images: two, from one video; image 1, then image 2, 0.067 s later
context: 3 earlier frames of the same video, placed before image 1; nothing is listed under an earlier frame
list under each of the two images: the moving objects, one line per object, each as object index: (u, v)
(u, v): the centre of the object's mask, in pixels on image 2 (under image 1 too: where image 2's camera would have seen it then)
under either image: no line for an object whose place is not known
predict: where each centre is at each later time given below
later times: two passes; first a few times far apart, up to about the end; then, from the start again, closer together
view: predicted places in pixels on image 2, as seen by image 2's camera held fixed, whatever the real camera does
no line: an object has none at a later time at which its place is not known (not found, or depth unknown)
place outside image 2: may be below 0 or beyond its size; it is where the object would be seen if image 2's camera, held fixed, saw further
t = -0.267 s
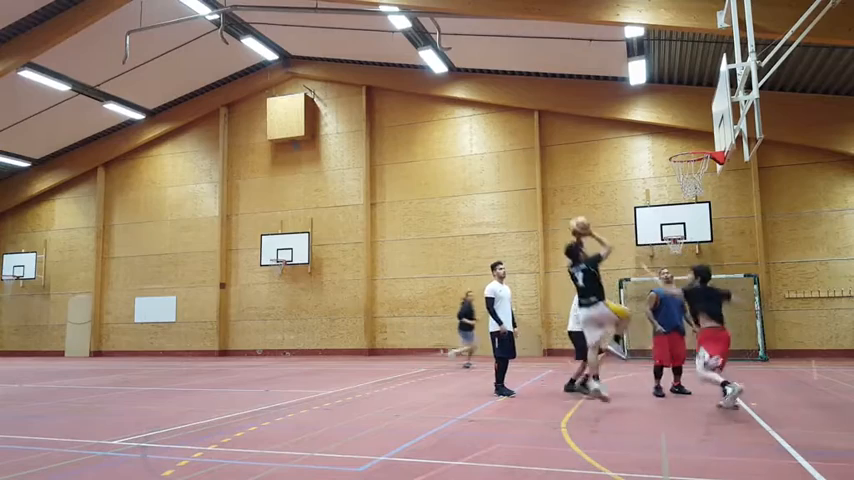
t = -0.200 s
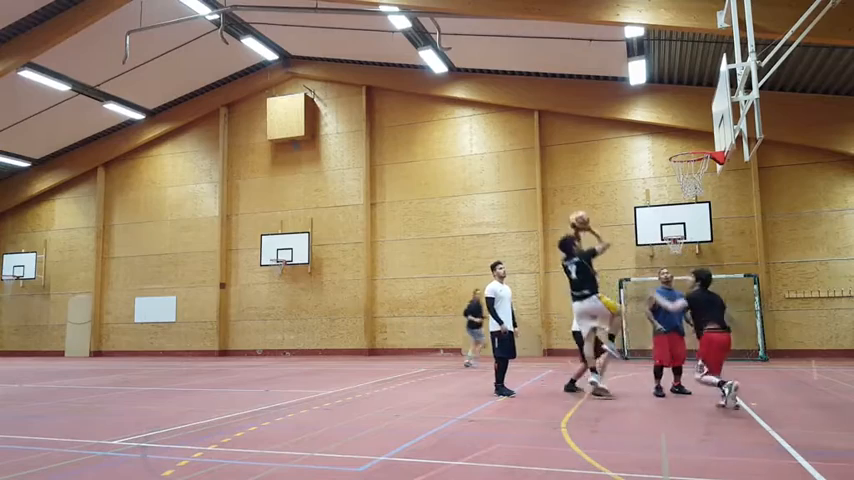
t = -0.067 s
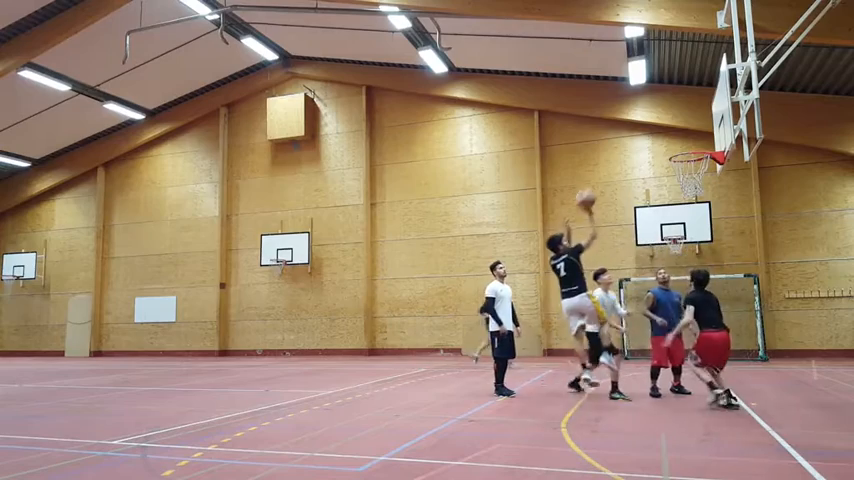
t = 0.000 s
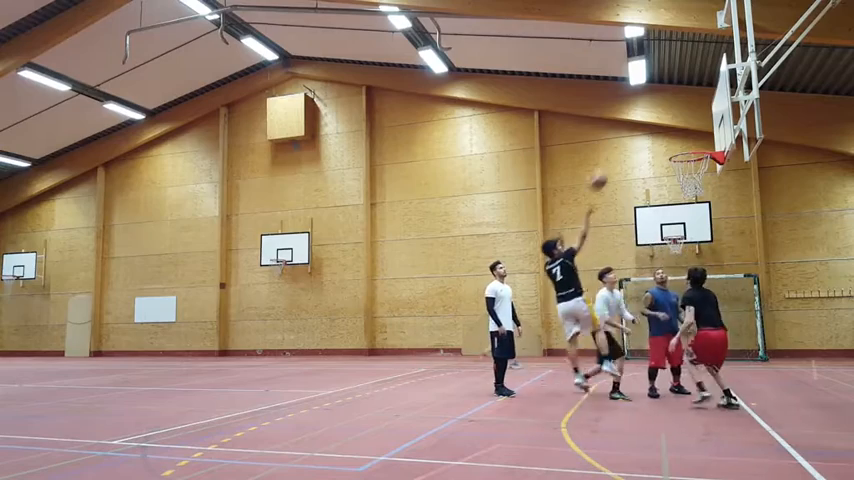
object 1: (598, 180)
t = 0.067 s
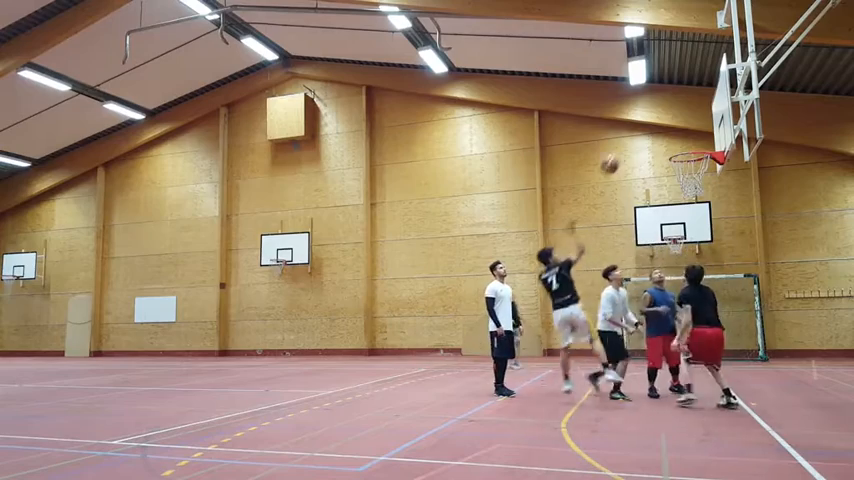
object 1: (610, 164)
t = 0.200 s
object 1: (632, 143)
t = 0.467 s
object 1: (681, 142)
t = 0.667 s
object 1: (688, 151)
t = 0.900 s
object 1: (687, 156)
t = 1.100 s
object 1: (707, 170)
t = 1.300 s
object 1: (706, 189)
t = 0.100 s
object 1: (615, 158)
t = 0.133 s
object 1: (621, 152)
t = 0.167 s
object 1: (627, 148)
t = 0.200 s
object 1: (632, 143)
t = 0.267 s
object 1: (644, 138)
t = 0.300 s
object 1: (650, 137)
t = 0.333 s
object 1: (656, 137)
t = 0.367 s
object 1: (663, 137)
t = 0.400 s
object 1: (669, 138)
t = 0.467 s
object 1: (681, 142)
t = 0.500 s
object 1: (687, 145)
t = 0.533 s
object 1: (694, 146)
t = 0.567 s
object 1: (693, 150)
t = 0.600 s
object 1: (693, 151)
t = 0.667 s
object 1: (688, 151)
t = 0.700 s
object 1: (687, 150)
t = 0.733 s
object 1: (685, 150)
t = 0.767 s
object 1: (683, 151)
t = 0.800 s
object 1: (682, 153)
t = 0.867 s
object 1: (684, 155)
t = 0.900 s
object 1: (687, 156)
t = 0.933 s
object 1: (690, 157)
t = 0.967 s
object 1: (694, 161)
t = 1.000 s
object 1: (698, 162)
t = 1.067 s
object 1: (705, 169)
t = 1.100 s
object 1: (707, 170)
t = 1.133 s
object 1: (707, 174)
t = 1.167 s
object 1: (707, 176)
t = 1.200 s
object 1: (707, 178)
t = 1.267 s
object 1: (707, 184)
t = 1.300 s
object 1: (706, 189)
